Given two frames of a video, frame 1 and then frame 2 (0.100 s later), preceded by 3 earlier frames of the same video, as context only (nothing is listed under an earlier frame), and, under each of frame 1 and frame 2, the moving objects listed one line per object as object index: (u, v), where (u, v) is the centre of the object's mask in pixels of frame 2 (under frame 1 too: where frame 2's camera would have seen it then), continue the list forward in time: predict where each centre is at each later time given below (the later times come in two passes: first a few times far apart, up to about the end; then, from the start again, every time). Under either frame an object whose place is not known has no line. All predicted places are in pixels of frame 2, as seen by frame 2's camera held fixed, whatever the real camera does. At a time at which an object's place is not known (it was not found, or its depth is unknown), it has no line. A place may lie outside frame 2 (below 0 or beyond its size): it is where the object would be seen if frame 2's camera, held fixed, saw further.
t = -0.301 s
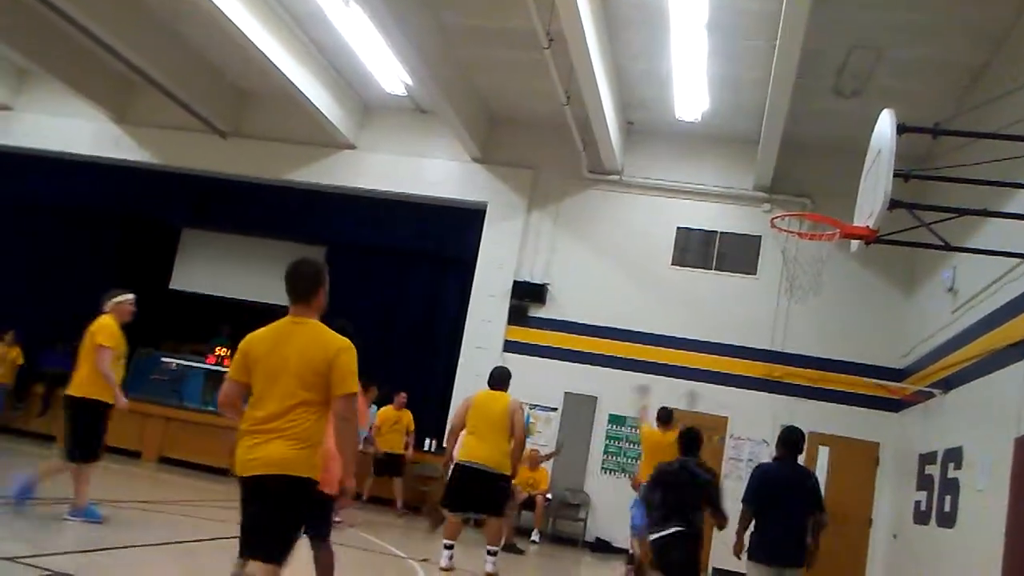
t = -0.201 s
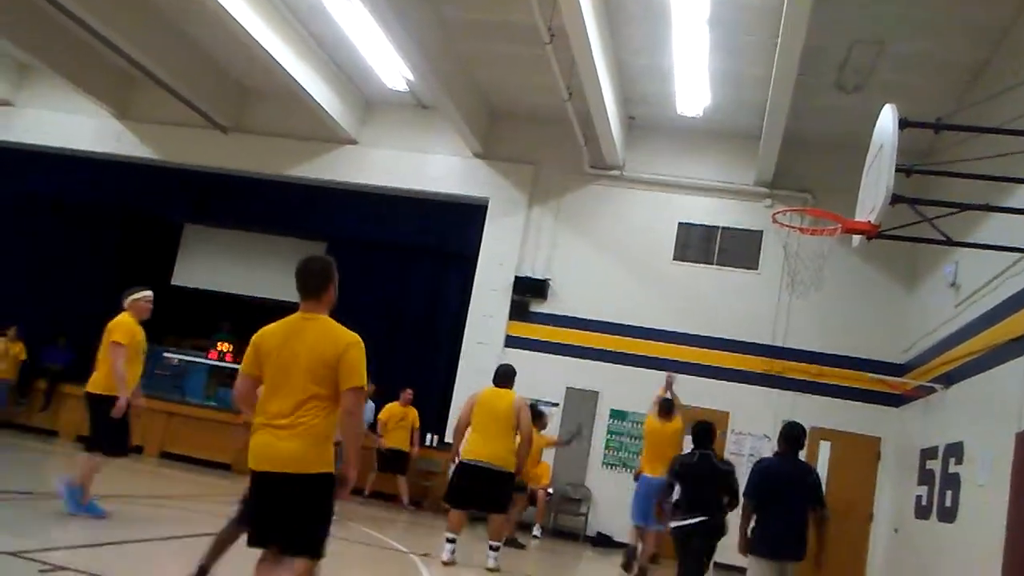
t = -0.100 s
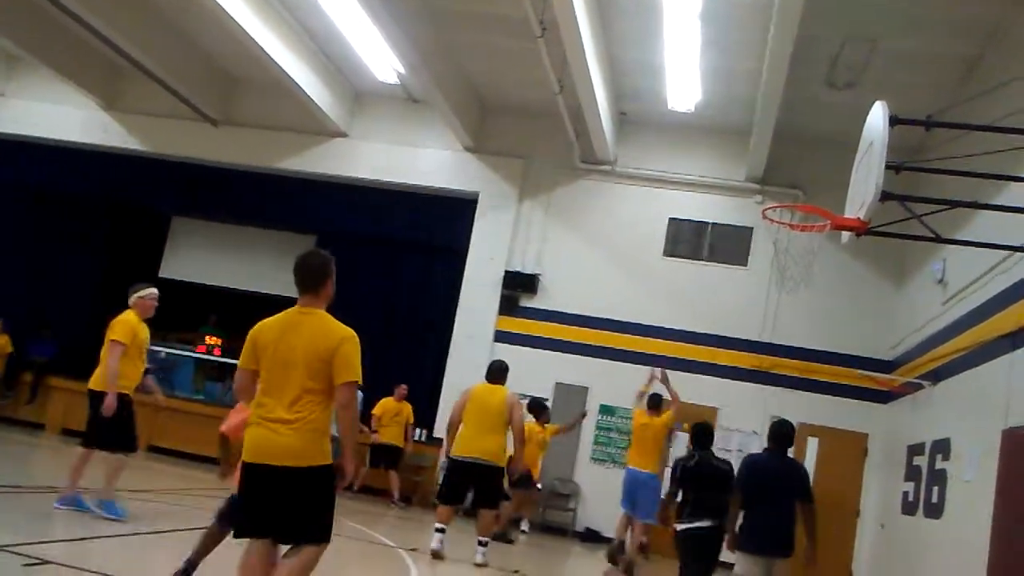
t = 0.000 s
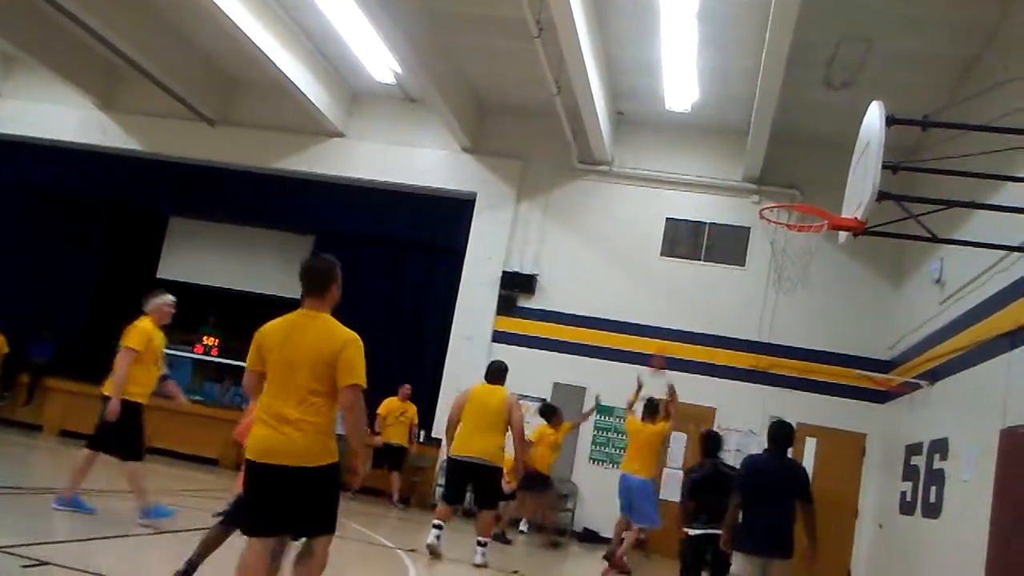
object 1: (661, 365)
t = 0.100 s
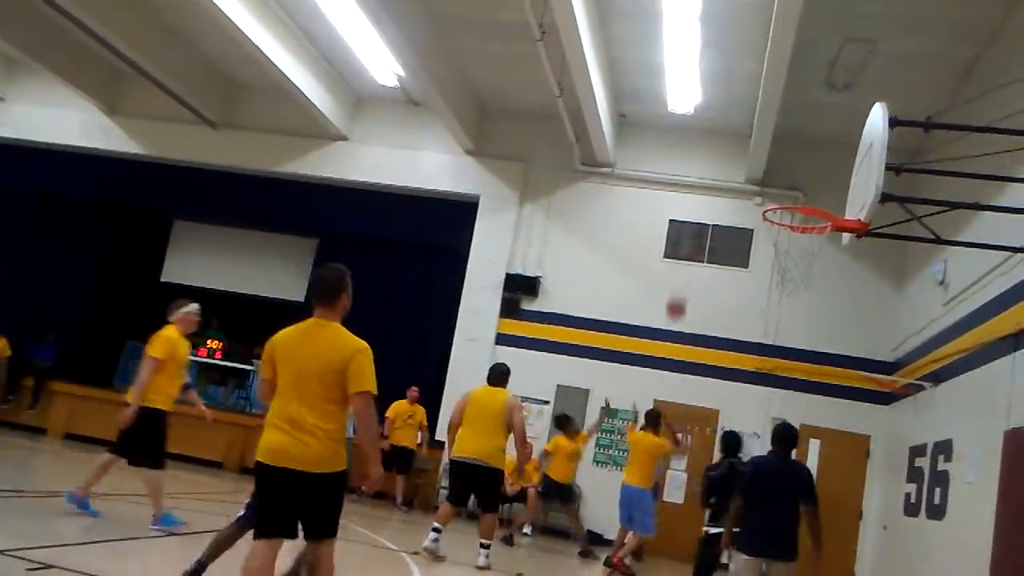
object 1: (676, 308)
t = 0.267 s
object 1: (697, 225)
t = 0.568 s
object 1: (733, 121)
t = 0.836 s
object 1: (761, 83)
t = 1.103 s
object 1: (787, 126)
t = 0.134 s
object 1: (680, 291)
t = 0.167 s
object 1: (684, 274)
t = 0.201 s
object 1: (688, 255)
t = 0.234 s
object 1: (691, 242)
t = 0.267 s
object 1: (697, 225)
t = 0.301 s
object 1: (700, 212)
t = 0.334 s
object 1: (705, 199)
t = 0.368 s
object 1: (708, 187)
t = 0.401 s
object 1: (712, 173)
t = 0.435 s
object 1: (717, 161)
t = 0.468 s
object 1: (720, 149)
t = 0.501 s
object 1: (725, 138)
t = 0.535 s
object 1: (728, 130)
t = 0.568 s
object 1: (733, 121)
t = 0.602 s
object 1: (736, 113)
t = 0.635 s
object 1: (740, 106)
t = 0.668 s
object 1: (742, 100)
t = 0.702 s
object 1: (746, 94)
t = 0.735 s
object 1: (750, 89)
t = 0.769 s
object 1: (754, 86)
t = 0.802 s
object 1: (757, 84)
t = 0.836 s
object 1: (761, 83)
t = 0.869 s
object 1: (764, 83)
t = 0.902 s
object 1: (767, 84)
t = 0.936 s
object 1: (771, 87)
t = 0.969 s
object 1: (774, 91)
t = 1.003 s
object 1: (778, 99)
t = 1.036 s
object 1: (781, 106)
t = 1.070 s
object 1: (784, 115)
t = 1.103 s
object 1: (787, 126)
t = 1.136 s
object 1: (791, 140)
